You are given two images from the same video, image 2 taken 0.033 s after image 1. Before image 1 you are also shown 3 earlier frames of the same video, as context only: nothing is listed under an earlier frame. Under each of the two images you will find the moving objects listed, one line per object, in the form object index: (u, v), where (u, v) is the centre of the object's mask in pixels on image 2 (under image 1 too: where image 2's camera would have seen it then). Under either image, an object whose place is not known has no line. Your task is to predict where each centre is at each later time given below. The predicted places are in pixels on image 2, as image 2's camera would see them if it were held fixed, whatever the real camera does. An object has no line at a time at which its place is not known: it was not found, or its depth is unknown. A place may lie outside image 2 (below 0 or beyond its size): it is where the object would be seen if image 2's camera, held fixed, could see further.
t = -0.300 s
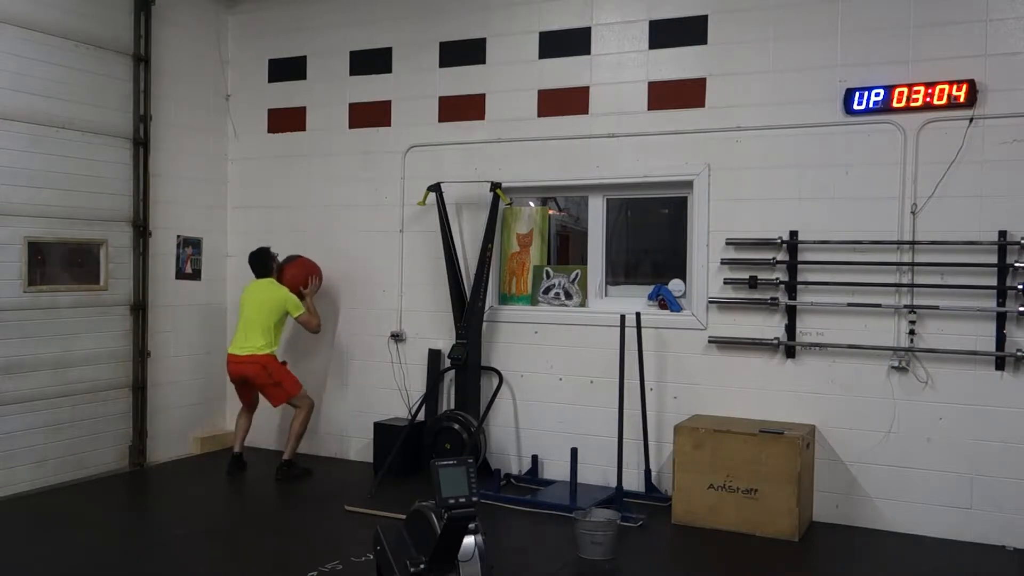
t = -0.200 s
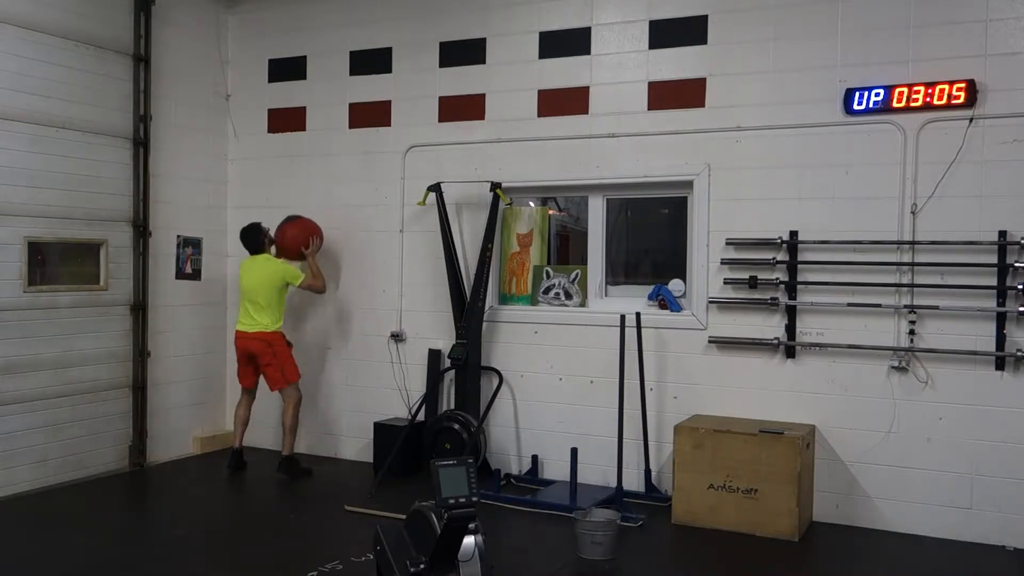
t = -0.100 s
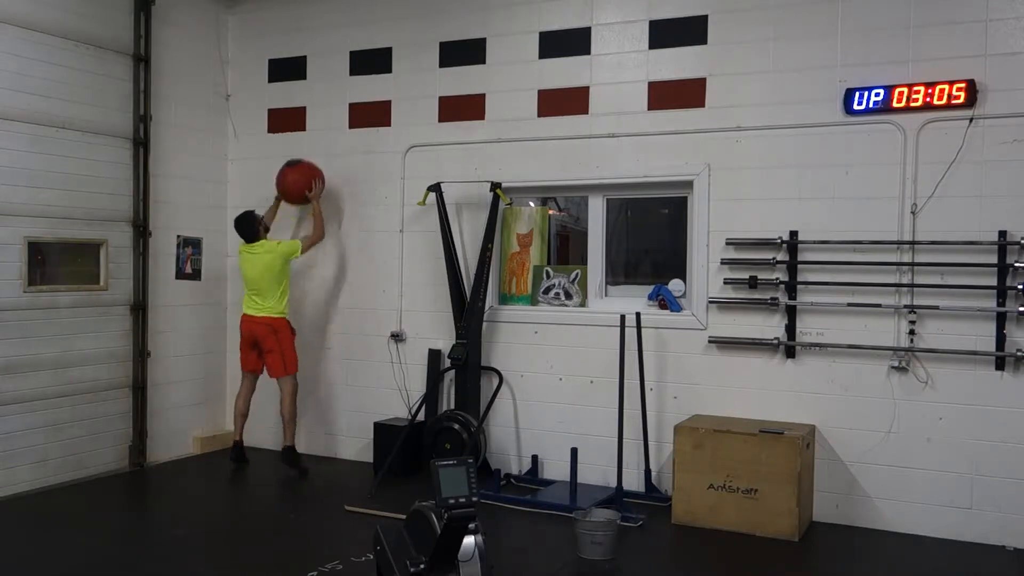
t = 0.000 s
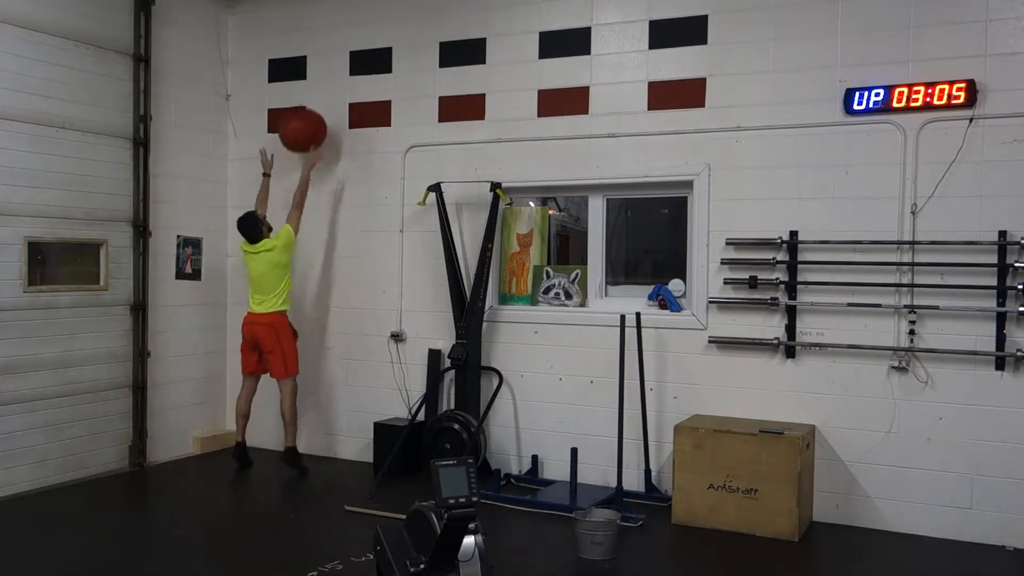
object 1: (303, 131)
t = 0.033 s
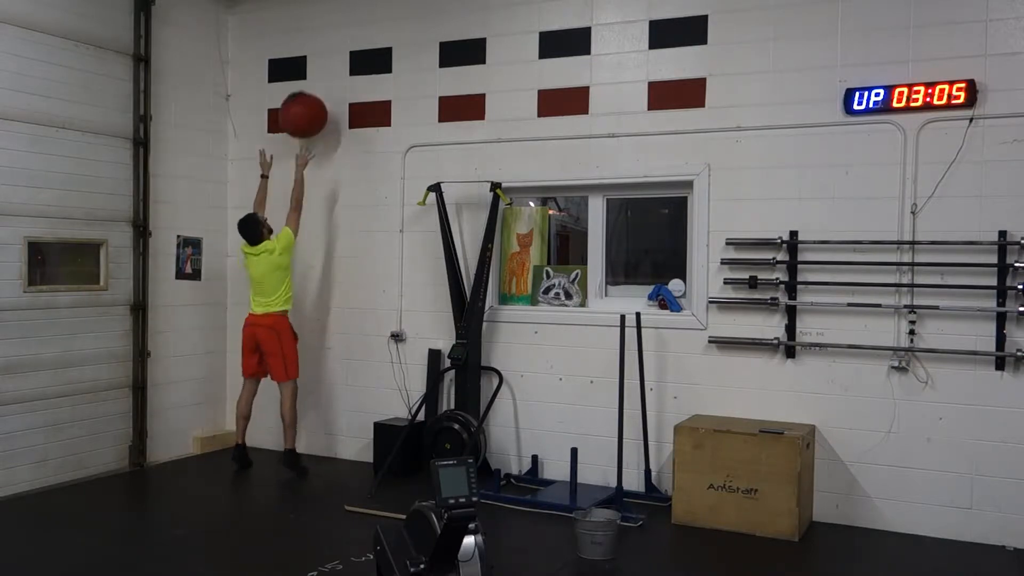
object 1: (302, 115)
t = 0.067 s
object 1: (304, 102)
